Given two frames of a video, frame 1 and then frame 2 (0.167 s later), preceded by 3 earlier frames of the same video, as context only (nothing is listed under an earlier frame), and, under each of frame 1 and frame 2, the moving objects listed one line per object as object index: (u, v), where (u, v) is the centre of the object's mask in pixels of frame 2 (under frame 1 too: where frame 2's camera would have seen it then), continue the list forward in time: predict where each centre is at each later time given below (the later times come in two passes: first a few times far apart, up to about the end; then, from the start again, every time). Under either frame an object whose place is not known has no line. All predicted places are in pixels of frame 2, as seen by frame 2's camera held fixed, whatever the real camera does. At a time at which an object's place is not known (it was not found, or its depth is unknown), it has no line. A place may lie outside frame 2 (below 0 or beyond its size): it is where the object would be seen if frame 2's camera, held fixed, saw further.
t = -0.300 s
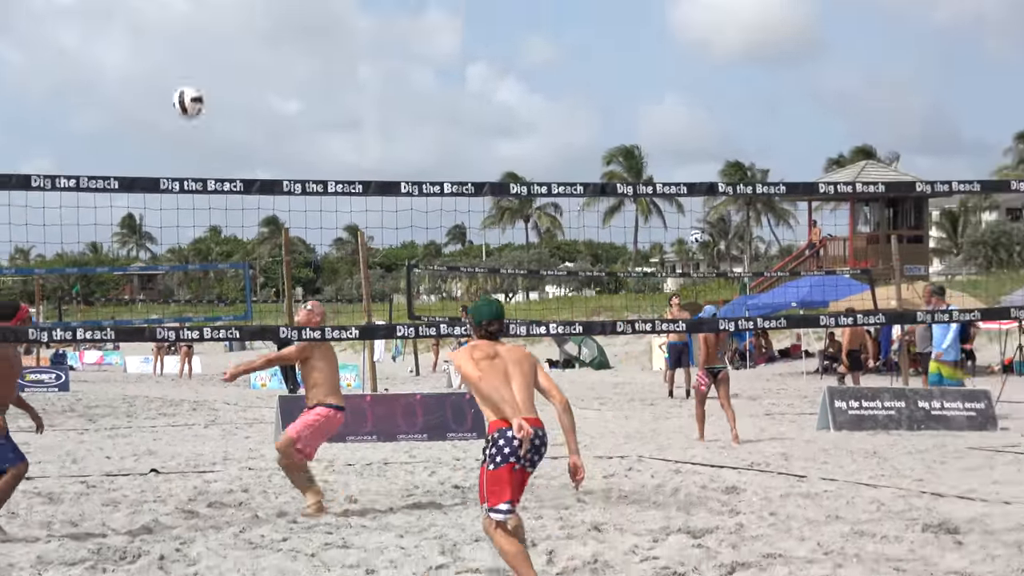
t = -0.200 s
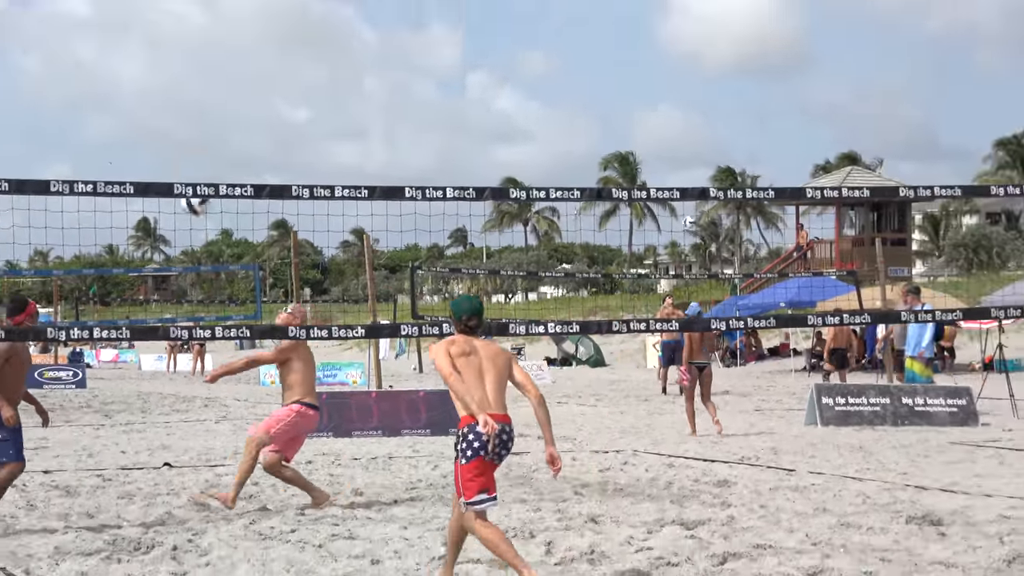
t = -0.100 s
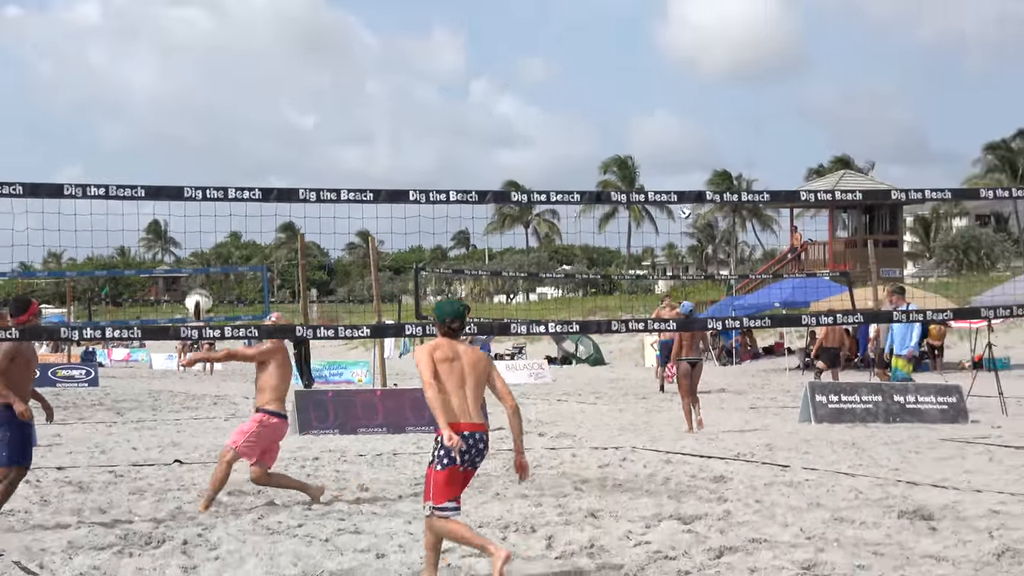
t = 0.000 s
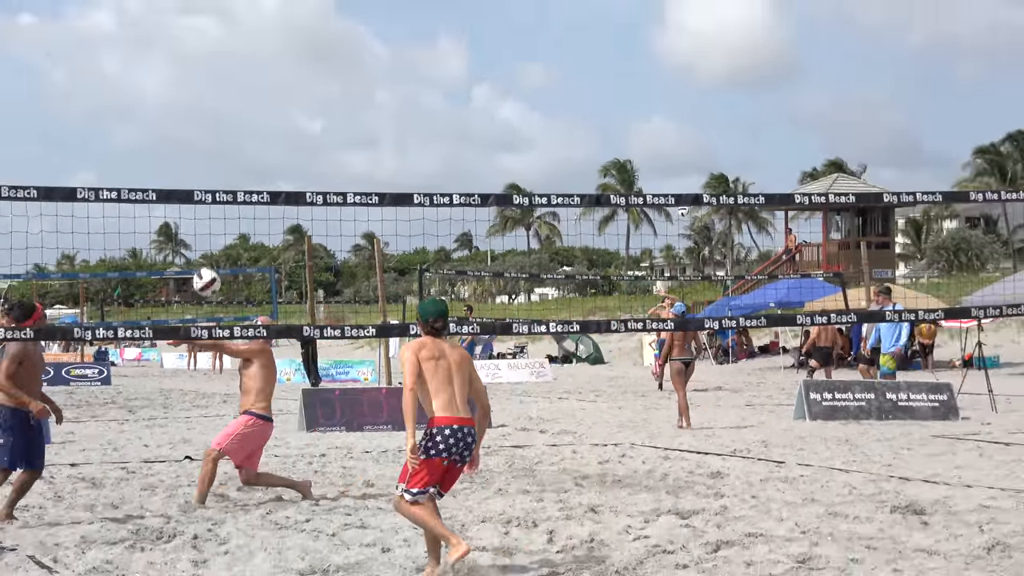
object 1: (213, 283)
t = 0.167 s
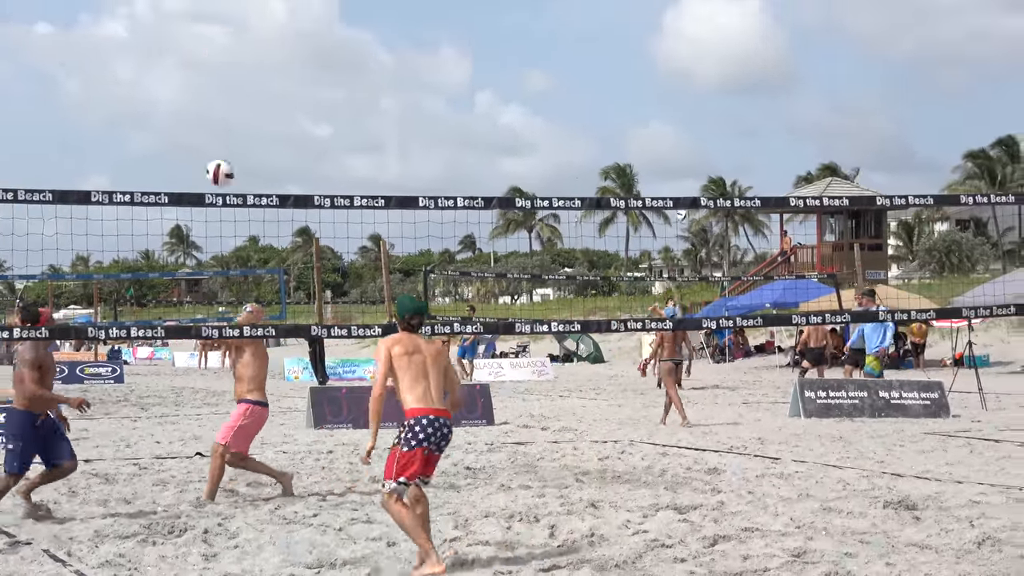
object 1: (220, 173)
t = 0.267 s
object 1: (220, 122)
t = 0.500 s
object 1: (224, 48)
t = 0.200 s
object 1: (220, 154)
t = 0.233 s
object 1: (221, 137)
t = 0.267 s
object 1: (220, 122)
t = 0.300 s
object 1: (221, 109)
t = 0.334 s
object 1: (221, 95)
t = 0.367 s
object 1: (221, 83)
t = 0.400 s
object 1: (222, 72)
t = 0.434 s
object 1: (222, 62)
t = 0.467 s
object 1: (223, 54)
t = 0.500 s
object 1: (224, 48)
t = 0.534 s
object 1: (225, 43)
